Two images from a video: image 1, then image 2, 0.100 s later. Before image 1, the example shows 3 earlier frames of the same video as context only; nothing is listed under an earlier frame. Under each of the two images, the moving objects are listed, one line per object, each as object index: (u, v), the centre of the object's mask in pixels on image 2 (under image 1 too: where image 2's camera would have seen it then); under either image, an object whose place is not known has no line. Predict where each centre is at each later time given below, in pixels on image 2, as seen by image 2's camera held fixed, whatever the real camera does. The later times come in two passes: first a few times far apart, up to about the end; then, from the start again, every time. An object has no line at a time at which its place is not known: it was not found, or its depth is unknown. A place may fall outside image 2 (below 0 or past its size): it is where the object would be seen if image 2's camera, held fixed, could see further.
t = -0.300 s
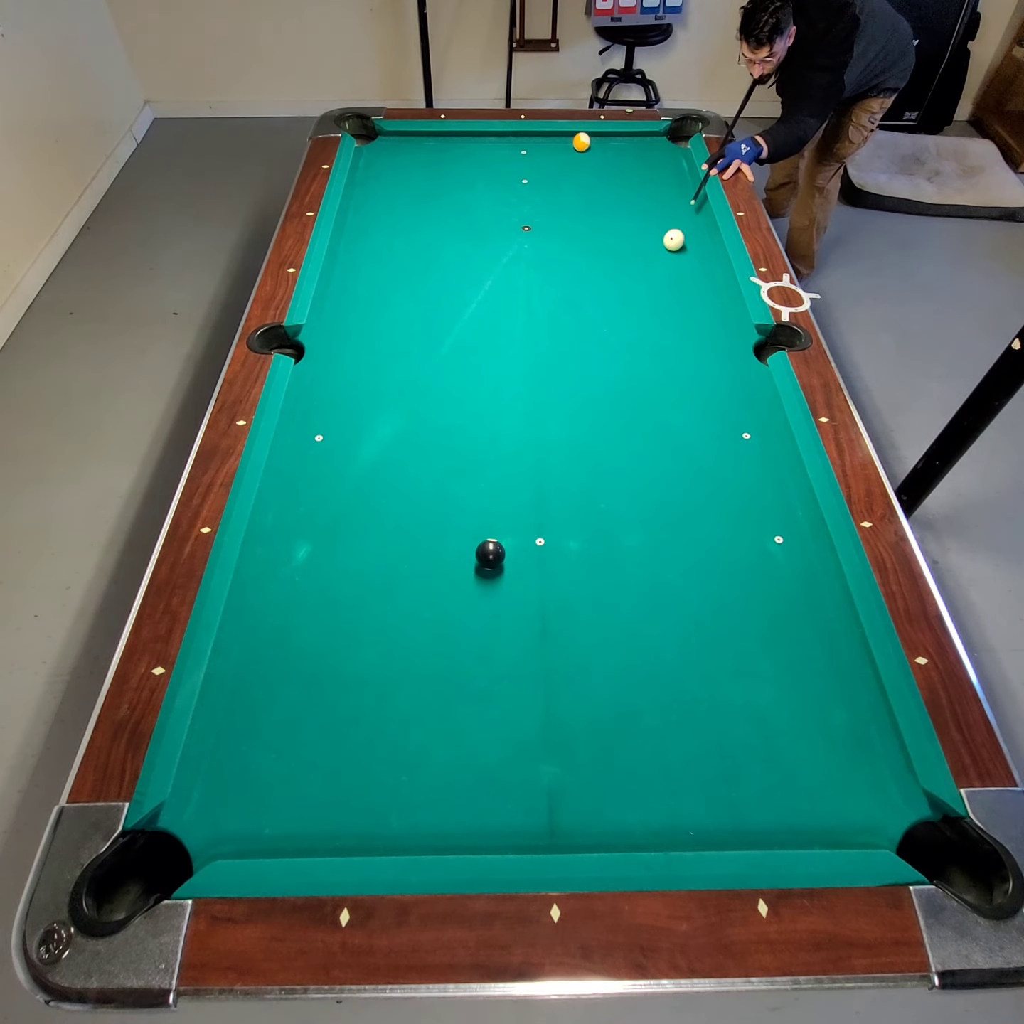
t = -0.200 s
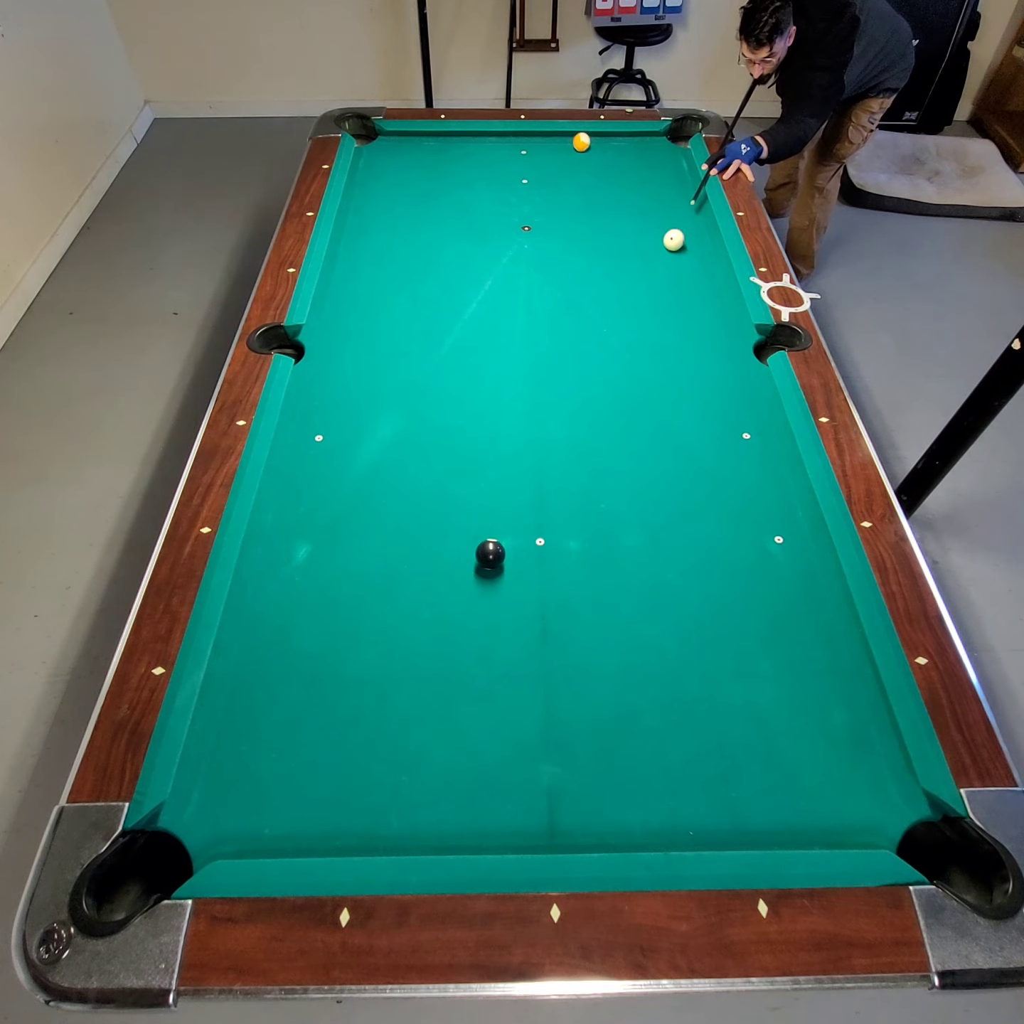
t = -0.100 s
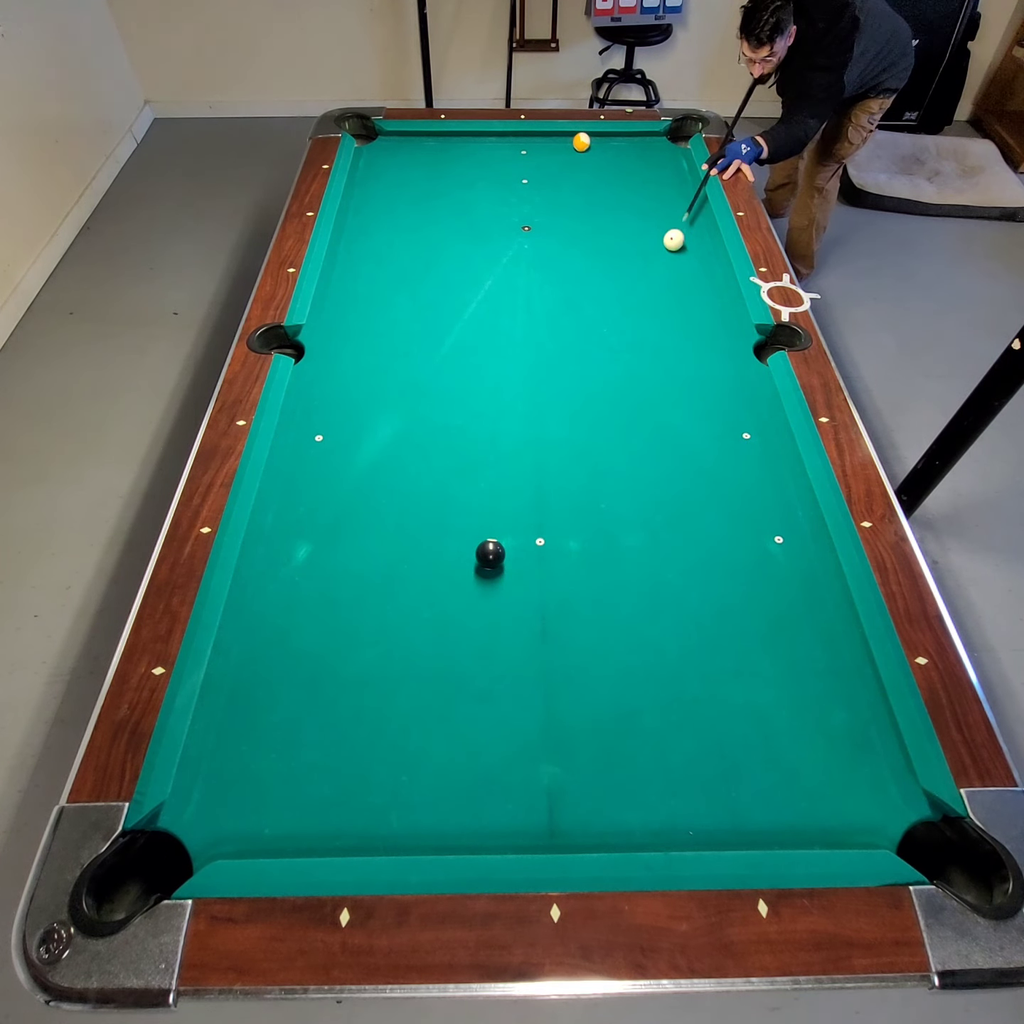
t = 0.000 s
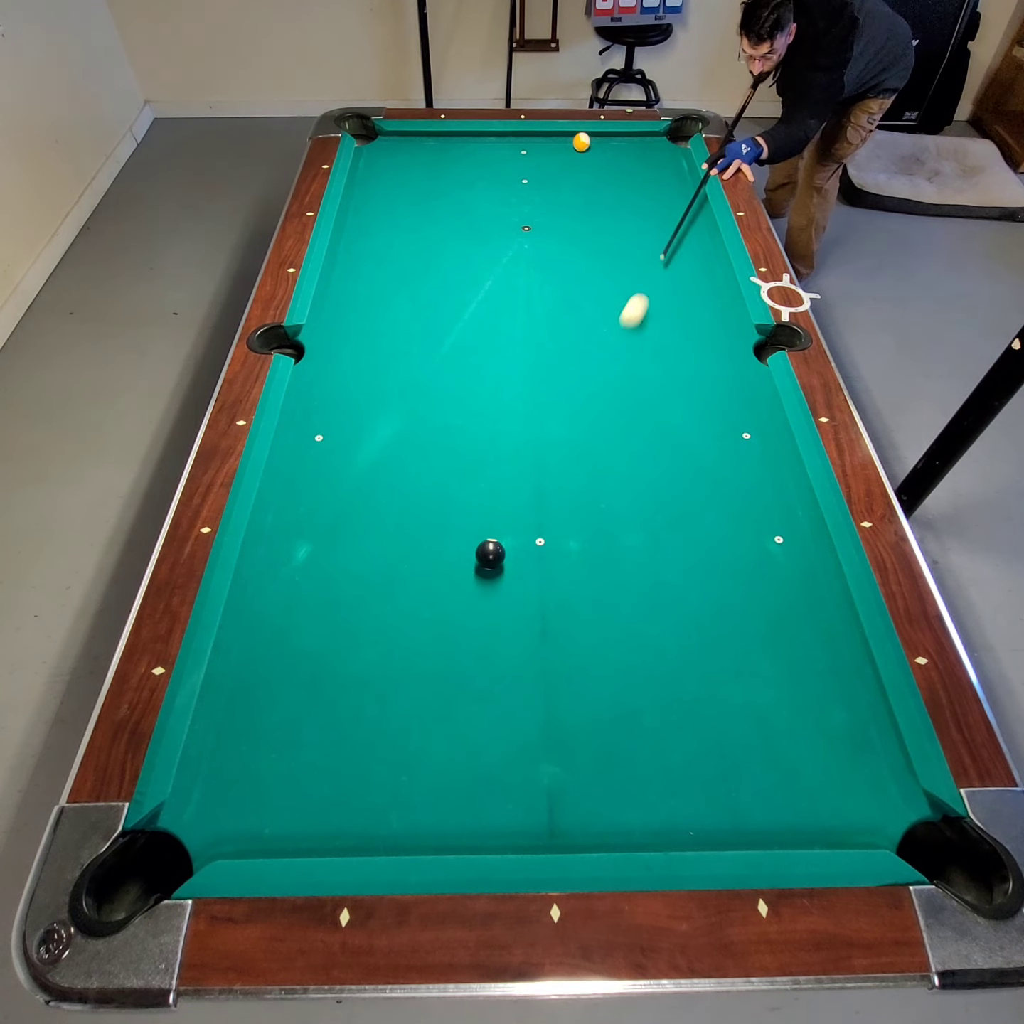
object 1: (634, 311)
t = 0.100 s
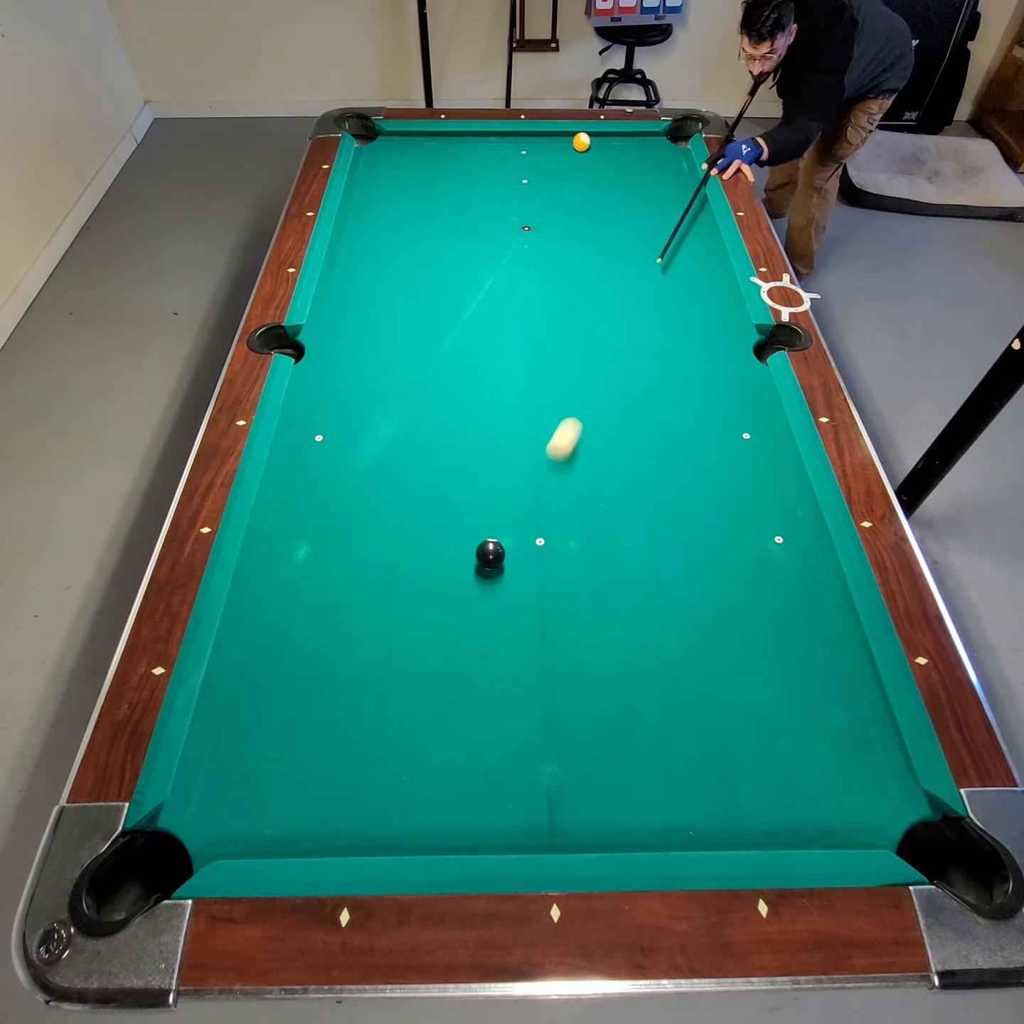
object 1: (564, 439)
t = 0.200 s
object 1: (533, 560)
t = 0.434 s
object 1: (633, 739)
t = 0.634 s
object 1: (681, 764)
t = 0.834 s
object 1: (701, 667)
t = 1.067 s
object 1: (718, 575)
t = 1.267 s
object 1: (731, 511)
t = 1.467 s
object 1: (741, 456)
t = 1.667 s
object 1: (749, 408)
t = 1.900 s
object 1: (754, 361)
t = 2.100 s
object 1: (736, 331)
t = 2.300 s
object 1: (719, 304)
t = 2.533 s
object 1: (703, 276)
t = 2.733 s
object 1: (690, 255)
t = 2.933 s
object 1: (679, 236)
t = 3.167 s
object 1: (667, 216)
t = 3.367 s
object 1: (659, 201)
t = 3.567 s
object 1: (651, 187)
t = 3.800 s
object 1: (643, 173)
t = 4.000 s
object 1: (636, 162)
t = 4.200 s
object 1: (631, 153)
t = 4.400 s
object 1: (626, 144)
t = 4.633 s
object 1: (621, 135)
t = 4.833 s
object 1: (621, 139)
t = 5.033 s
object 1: (621, 142)
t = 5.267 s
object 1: (621, 145)
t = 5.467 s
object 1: (621, 148)
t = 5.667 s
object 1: (621, 149)
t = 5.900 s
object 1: (620, 150)
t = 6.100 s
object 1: (620, 151)
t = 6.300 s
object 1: (620, 151)
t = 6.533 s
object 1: (620, 151)
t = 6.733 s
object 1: (620, 151)
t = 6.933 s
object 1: (620, 151)
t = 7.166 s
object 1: (620, 151)
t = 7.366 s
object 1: (620, 151)
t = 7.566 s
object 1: (620, 151)
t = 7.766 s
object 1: (620, 151)
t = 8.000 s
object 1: (620, 151)
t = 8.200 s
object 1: (620, 151)
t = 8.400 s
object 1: (620, 151)
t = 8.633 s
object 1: (620, 151)
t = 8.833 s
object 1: (620, 151)
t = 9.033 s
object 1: (620, 151)
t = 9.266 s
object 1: (620, 151)
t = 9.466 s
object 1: (620, 151)
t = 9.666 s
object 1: (620, 151)
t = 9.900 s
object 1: (620, 151)
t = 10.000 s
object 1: (620, 151)
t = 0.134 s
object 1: (535, 493)
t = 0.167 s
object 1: (516, 540)
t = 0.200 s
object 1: (533, 560)
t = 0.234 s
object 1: (549, 581)
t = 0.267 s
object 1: (565, 603)
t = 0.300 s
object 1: (580, 626)
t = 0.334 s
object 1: (594, 652)
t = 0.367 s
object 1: (608, 679)
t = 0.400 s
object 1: (620, 707)
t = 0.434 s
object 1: (633, 739)
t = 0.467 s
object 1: (646, 772)
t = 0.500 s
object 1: (660, 807)
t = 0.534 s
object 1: (672, 830)
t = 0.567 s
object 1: (675, 807)
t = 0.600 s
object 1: (678, 784)
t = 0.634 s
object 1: (681, 764)
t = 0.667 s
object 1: (685, 746)
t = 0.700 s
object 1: (688, 729)
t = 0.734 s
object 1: (691, 713)
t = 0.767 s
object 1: (695, 697)
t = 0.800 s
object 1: (698, 682)
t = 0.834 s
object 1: (701, 667)
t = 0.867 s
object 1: (703, 653)
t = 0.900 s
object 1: (706, 639)
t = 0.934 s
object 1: (709, 625)
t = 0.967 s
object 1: (712, 612)
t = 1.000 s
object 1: (714, 600)
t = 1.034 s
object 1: (716, 587)
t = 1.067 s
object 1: (718, 575)
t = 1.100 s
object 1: (721, 563)
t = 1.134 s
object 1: (723, 553)
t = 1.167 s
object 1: (725, 541)
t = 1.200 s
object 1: (727, 531)
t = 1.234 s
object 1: (729, 521)
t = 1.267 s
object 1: (731, 511)
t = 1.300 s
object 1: (732, 501)
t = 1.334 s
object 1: (734, 491)
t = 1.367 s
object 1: (736, 482)
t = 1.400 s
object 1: (738, 473)
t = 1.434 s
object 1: (739, 464)
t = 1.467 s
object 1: (741, 456)
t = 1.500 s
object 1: (742, 447)
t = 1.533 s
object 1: (744, 439)
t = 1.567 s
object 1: (745, 431)
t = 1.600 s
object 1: (746, 423)
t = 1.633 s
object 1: (748, 416)
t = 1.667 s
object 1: (749, 408)
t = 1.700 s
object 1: (750, 401)
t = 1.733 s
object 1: (751, 394)
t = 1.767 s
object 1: (752, 387)
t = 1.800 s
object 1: (753, 380)
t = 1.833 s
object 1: (755, 374)
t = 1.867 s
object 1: (755, 367)
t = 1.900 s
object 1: (754, 361)
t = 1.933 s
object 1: (750, 356)
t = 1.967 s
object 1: (747, 351)
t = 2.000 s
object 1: (744, 346)
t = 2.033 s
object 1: (742, 341)
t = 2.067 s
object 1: (738, 336)
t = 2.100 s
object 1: (736, 331)
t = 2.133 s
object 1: (733, 326)
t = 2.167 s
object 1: (730, 322)
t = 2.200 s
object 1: (727, 317)
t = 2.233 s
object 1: (724, 313)
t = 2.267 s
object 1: (722, 308)
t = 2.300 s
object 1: (719, 304)
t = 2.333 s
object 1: (717, 300)
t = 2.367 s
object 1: (714, 295)
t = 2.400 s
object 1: (712, 291)
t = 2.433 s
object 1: (709, 287)
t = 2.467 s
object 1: (707, 283)
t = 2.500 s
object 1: (705, 280)
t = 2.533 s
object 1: (703, 276)
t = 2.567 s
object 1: (700, 272)
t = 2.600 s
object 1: (698, 268)
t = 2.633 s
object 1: (696, 265)
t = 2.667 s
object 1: (694, 262)
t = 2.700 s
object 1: (692, 258)
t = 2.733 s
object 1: (690, 255)
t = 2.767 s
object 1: (688, 251)
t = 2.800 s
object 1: (686, 248)
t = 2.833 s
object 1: (684, 245)
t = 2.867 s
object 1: (682, 242)
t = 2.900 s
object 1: (681, 239)
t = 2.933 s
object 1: (679, 236)
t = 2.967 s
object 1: (677, 233)
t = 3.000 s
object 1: (676, 230)
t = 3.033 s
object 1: (674, 227)
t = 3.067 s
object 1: (672, 224)
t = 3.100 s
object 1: (671, 221)
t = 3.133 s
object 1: (669, 219)
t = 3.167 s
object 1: (667, 216)
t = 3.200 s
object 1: (666, 213)
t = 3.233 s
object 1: (664, 211)
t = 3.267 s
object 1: (663, 208)
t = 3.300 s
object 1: (661, 206)
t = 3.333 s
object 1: (660, 203)
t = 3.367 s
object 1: (659, 201)
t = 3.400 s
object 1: (657, 199)
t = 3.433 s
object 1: (656, 196)
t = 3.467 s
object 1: (655, 194)
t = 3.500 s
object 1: (654, 192)
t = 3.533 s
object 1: (652, 190)
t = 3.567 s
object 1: (651, 187)
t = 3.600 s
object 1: (649, 185)
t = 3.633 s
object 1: (648, 183)
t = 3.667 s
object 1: (647, 181)
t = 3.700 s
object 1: (646, 179)
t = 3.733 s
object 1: (645, 177)
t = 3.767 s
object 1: (644, 175)
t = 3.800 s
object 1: (643, 173)
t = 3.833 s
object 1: (641, 171)
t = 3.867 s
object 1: (640, 170)
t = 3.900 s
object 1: (639, 168)
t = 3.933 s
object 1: (638, 166)
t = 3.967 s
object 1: (637, 164)
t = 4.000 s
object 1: (636, 162)
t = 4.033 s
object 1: (635, 161)
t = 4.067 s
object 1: (634, 159)
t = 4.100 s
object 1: (633, 158)
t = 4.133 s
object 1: (633, 156)
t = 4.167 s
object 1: (632, 154)
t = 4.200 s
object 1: (631, 153)
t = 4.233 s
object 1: (630, 151)
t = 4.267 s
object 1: (629, 150)
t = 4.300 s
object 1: (628, 148)
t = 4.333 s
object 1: (627, 147)
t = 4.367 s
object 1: (627, 145)
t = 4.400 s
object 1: (626, 144)
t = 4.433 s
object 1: (625, 142)
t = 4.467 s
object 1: (624, 141)
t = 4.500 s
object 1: (623, 140)
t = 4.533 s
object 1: (623, 139)
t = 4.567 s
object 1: (623, 137)
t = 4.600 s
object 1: (622, 136)
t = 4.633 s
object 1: (621, 135)
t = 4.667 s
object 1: (621, 136)
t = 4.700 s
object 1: (621, 137)
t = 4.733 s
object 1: (621, 137)
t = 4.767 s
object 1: (621, 138)
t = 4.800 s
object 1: (621, 138)
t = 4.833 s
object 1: (621, 139)
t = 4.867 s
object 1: (621, 140)
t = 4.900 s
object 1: (621, 140)
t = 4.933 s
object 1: (621, 141)
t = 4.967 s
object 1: (621, 141)
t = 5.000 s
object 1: (621, 142)
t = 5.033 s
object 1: (621, 142)
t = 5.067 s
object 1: (621, 143)
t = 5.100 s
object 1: (621, 143)
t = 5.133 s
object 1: (621, 144)
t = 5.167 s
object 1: (621, 144)
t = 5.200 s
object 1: (621, 145)
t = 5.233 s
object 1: (621, 145)
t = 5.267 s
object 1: (621, 145)
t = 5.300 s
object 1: (621, 146)
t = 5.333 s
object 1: (621, 146)
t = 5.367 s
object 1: (621, 146)
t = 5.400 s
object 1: (621, 147)
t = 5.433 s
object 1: (621, 147)
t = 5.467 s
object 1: (621, 148)
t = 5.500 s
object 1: (621, 148)
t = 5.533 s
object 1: (621, 148)
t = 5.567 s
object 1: (621, 149)
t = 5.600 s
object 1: (621, 149)
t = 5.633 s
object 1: (621, 149)
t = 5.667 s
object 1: (621, 149)
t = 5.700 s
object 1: (621, 149)
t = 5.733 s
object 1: (621, 149)
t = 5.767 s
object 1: (621, 150)
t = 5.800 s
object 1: (621, 150)
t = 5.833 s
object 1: (620, 150)
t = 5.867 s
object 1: (620, 150)
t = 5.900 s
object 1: (620, 150)
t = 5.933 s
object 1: (620, 150)
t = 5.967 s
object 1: (620, 150)
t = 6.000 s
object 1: (620, 150)
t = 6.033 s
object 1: (620, 151)
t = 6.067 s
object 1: (620, 151)
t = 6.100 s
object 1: (620, 151)
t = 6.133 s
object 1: (619, 151)
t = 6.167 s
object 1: (620, 151)
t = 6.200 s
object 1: (620, 151)
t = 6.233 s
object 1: (619, 151)
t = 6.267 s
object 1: (619, 151)
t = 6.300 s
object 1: (620, 151)
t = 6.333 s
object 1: (620, 151)
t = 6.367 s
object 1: (620, 151)
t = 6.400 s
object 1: (620, 151)
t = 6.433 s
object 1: (620, 151)
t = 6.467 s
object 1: (619, 151)
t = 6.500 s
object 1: (619, 151)
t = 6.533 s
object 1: (620, 151)
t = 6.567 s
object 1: (619, 151)
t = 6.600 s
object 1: (620, 151)
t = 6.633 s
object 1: (620, 151)
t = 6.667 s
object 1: (620, 151)
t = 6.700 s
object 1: (620, 151)
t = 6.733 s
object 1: (620, 151)
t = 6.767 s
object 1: (620, 150)
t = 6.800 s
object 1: (620, 151)
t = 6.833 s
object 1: (620, 151)
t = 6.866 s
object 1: (620, 151)
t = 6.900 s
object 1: (620, 150)
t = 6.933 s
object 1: (620, 151)
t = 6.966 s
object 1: (620, 151)
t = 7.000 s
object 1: (620, 151)
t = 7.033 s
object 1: (620, 151)
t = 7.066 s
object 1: (620, 151)
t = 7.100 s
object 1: (620, 150)
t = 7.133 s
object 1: (620, 151)
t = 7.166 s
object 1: (620, 151)
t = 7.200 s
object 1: (620, 151)
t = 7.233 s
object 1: (620, 151)
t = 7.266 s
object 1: (620, 151)
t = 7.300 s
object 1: (620, 151)
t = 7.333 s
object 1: (620, 151)
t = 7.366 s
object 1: (620, 151)
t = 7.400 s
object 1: (620, 151)
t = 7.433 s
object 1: (620, 151)
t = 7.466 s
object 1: (620, 151)
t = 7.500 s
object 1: (620, 151)
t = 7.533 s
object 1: (620, 151)
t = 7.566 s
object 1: (620, 151)
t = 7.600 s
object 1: (620, 151)
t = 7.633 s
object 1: (620, 151)
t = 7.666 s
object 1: (620, 151)
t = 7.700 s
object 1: (620, 151)
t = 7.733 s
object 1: (620, 151)
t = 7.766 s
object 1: (620, 151)
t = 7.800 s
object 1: (620, 151)
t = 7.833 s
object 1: (620, 151)
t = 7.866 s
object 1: (620, 151)
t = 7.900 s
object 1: (620, 151)
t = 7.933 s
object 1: (620, 151)
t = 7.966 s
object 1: (620, 151)
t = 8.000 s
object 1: (620, 151)
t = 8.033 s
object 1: (620, 151)
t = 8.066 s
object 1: (620, 151)
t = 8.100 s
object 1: (620, 151)
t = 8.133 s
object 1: (620, 151)
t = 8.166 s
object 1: (620, 151)
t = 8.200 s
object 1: (620, 151)
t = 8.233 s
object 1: (620, 151)
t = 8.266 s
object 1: (620, 151)
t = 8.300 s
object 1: (620, 151)
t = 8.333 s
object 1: (620, 151)
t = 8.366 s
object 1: (620, 151)
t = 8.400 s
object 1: (620, 151)
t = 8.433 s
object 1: (620, 151)
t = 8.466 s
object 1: (620, 151)
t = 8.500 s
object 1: (620, 151)
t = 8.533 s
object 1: (620, 151)
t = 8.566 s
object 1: (620, 151)
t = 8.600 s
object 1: (620, 151)
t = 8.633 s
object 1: (620, 151)
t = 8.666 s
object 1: (620, 151)
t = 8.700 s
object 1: (620, 151)
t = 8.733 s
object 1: (620, 151)
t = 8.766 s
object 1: (620, 151)
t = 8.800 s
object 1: (620, 151)
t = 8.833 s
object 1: (620, 151)
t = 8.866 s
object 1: (620, 151)
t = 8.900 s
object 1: (620, 151)
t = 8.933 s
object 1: (620, 151)
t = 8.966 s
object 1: (620, 151)
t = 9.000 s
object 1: (620, 151)
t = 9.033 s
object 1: (620, 151)
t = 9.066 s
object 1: (620, 151)
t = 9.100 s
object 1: (620, 151)
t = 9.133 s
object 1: (620, 151)
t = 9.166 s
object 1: (620, 151)
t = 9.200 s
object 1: (620, 151)
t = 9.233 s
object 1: (620, 151)
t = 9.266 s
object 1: (620, 151)
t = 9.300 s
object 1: (620, 151)
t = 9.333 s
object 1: (620, 151)
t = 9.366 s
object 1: (620, 151)
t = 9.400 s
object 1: (620, 151)
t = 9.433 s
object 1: (620, 151)
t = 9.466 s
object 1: (620, 151)
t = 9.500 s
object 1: (620, 151)
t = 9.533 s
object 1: (620, 151)
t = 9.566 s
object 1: (620, 151)
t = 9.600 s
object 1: (620, 151)
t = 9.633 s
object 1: (620, 151)
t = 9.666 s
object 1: (620, 151)
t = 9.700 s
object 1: (620, 151)
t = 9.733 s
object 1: (620, 151)
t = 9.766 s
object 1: (620, 151)
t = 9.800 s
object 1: (620, 151)
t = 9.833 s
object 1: (620, 151)
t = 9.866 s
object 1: (620, 151)
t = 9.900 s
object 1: (620, 151)
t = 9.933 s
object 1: (620, 151)
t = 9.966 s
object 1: (620, 151)
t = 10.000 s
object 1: (620, 151)
